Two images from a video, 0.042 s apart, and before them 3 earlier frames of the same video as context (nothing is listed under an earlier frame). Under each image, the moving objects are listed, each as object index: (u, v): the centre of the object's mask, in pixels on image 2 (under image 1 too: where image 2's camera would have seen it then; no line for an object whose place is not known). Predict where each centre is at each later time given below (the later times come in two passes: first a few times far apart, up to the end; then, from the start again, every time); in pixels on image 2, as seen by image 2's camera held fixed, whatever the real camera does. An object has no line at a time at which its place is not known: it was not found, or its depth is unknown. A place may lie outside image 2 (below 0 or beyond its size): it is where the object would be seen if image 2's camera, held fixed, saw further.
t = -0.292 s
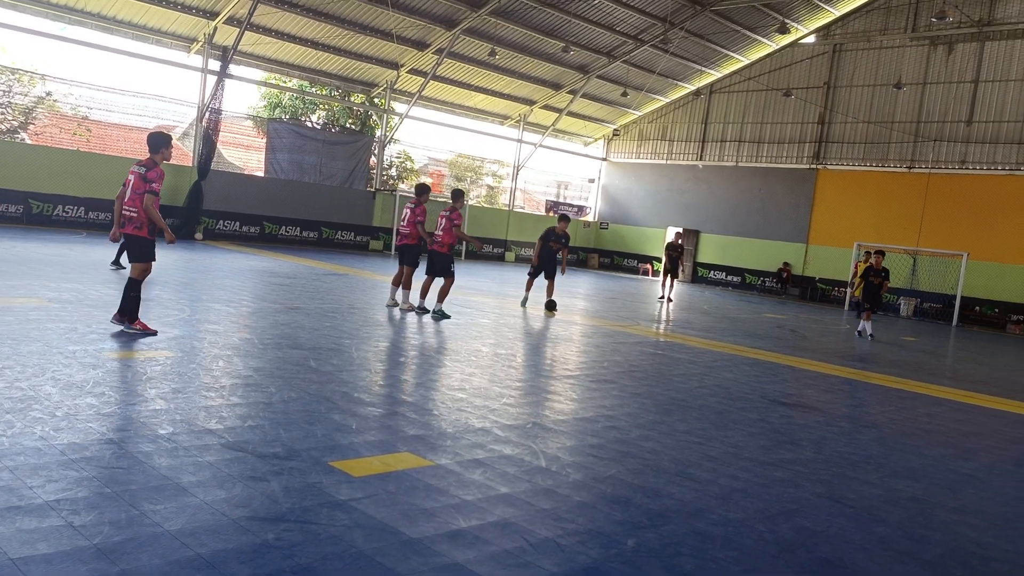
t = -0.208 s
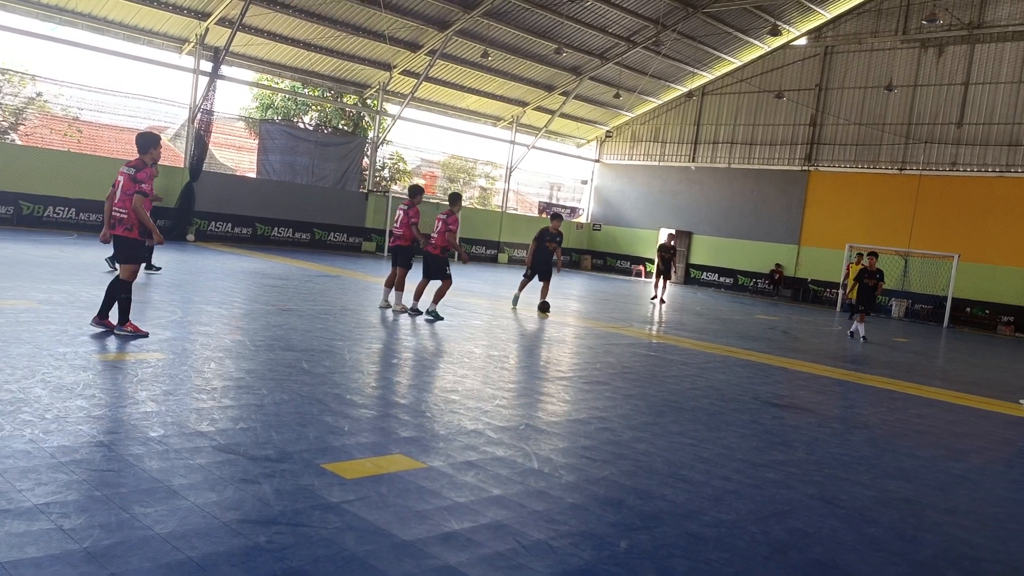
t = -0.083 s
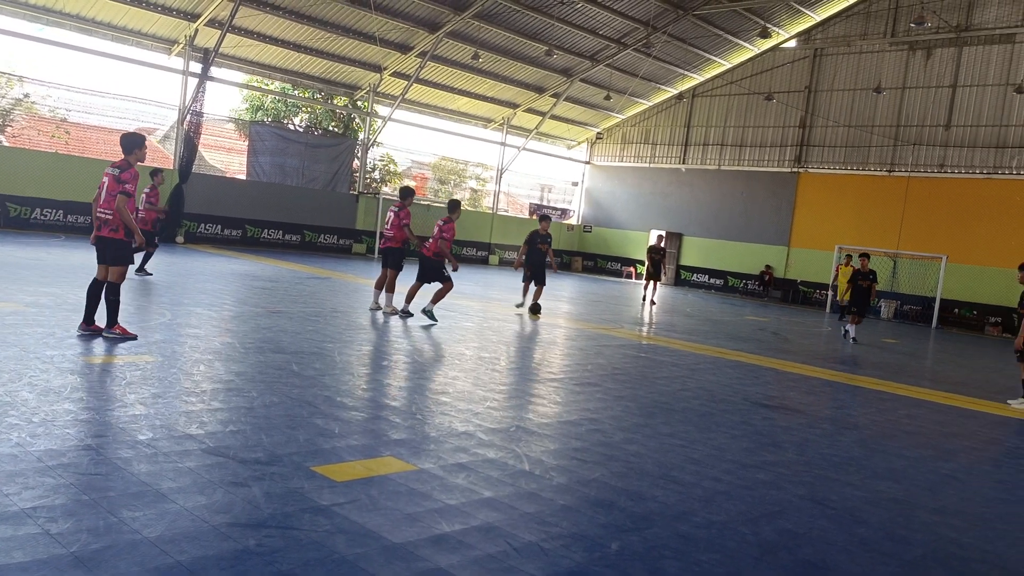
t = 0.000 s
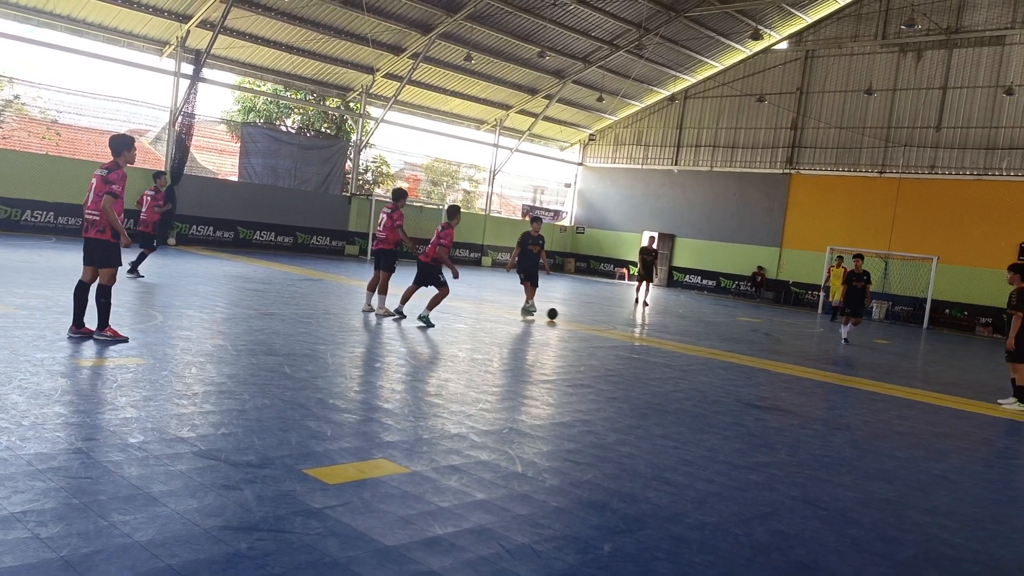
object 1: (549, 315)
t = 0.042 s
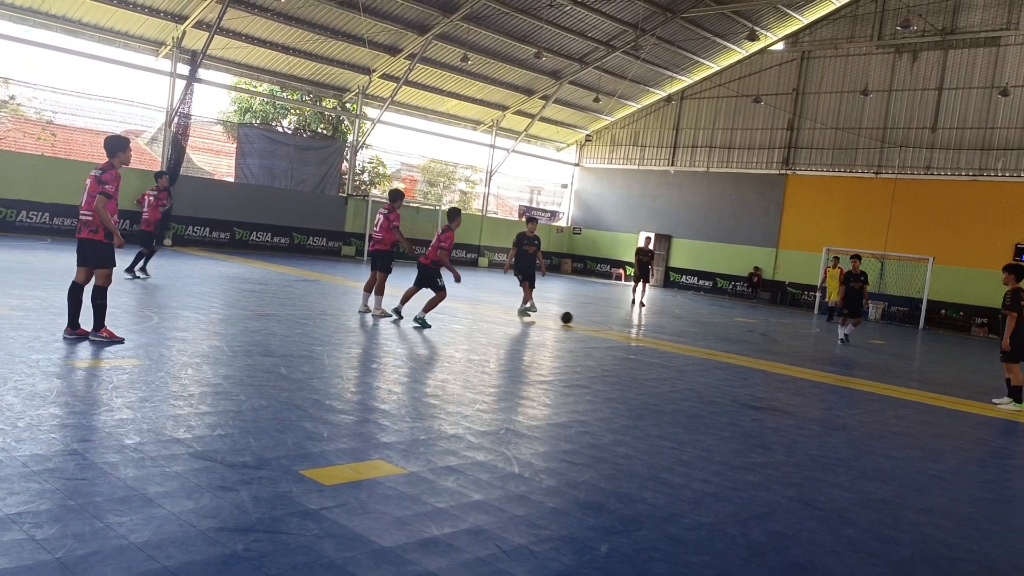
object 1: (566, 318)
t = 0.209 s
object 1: (635, 330)
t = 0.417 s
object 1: (722, 344)
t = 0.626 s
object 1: (806, 359)
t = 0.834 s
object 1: (887, 373)
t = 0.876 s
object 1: (904, 376)
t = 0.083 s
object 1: (584, 321)
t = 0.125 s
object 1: (601, 324)
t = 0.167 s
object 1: (618, 326)
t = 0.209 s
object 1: (635, 330)
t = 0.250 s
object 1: (653, 333)
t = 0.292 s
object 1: (671, 336)
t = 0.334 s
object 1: (688, 339)
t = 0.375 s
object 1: (705, 342)
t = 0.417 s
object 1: (722, 344)
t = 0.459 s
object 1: (739, 347)
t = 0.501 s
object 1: (756, 351)
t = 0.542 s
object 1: (773, 353)
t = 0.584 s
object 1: (789, 356)
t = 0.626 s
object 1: (806, 359)
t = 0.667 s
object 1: (822, 362)
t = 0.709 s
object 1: (838, 365)
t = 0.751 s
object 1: (854, 368)
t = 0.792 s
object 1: (871, 370)
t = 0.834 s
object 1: (887, 373)
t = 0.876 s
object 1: (904, 376)
